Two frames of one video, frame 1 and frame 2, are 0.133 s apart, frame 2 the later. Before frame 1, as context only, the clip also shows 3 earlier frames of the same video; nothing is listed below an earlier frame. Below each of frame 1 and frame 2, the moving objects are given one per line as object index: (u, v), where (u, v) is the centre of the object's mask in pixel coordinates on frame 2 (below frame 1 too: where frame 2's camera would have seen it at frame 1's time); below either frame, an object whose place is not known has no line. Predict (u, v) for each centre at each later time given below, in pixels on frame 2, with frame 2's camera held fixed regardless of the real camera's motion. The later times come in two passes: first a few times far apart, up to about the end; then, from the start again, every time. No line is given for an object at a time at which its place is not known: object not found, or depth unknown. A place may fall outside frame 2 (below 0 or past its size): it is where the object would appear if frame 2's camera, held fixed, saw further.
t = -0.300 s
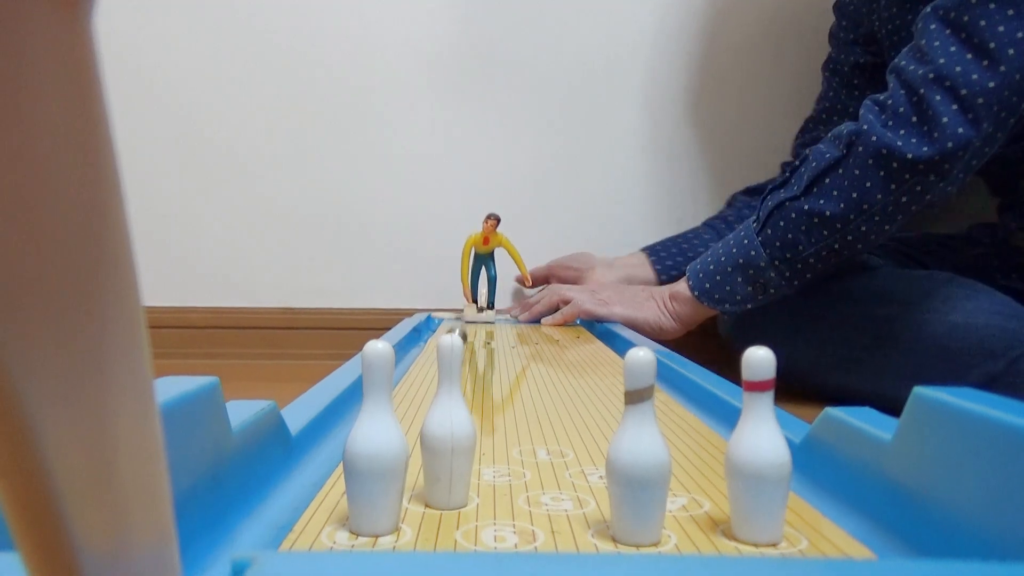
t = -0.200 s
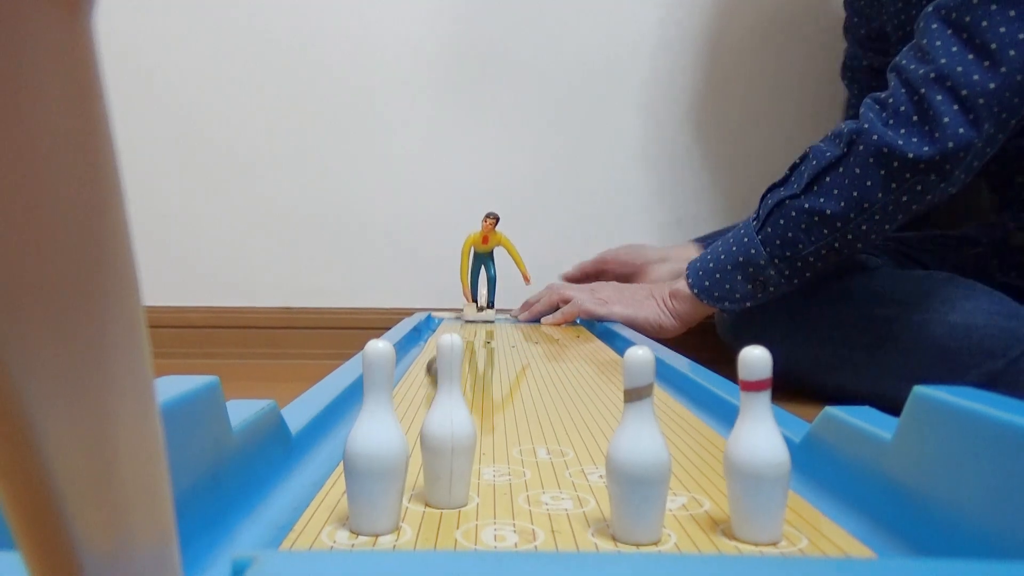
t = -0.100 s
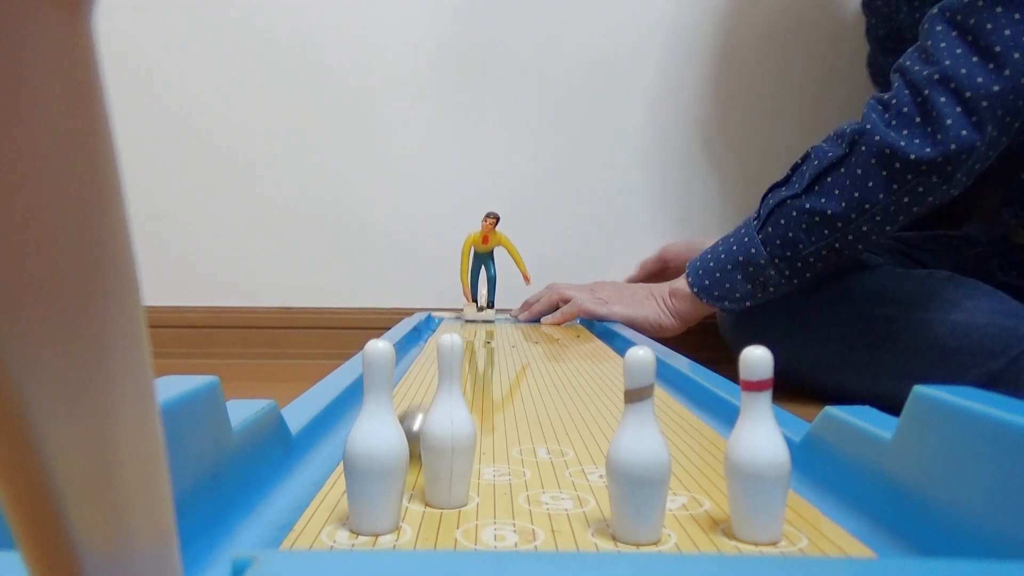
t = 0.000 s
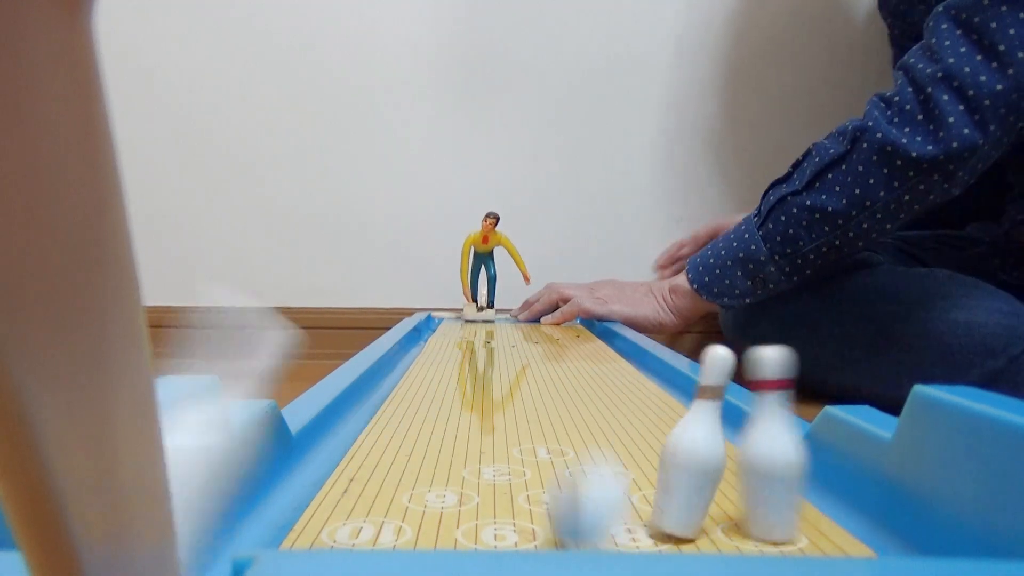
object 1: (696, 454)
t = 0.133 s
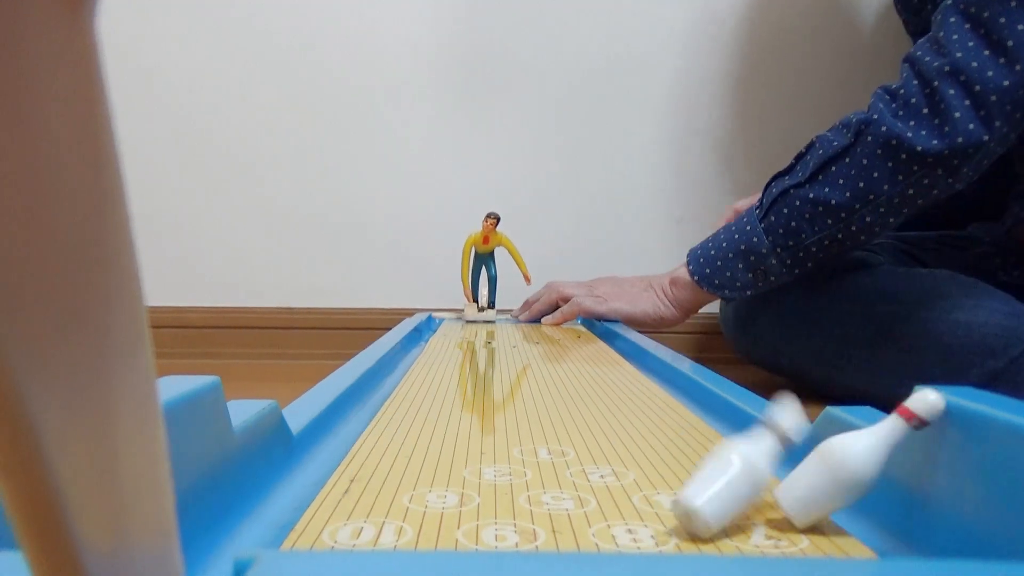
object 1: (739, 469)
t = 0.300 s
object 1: (730, 489)
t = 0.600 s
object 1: (670, 485)
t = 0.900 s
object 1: (577, 482)
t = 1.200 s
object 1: (495, 487)
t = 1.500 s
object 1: (439, 494)
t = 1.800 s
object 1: (386, 502)
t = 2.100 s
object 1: (401, 498)
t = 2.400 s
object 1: (424, 491)
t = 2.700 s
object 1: (426, 490)
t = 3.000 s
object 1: (412, 494)
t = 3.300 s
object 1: (391, 500)
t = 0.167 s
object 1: (733, 496)
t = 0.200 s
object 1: (735, 490)
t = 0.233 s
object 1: (735, 488)
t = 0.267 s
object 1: (732, 488)
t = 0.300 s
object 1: (730, 489)
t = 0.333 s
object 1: (726, 490)
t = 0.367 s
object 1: (721, 490)
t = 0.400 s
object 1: (716, 490)
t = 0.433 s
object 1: (710, 488)
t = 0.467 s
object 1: (703, 486)
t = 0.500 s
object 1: (696, 483)
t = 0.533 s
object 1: (687, 482)
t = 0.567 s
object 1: (679, 483)
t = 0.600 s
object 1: (670, 485)
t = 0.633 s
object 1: (660, 487)
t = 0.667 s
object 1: (650, 487)
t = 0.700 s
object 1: (641, 486)
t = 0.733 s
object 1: (631, 485)
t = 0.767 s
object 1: (621, 485)
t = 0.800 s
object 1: (610, 484)
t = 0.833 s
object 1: (600, 483)
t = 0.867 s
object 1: (588, 482)
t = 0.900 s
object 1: (577, 482)
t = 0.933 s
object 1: (568, 484)
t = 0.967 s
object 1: (557, 485)
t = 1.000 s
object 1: (548, 486)
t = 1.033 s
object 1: (540, 487)
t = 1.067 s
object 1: (532, 487)
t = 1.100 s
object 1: (523, 488)
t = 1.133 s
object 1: (514, 488)
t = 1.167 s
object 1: (504, 487)
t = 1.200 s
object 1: (495, 487)
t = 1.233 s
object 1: (487, 488)
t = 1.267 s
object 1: (479, 488)
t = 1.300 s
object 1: (472, 489)
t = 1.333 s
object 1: (465, 490)
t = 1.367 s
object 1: (461, 492)
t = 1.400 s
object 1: (456, 492)
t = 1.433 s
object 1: (450, 494)
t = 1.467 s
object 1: (446, 494)
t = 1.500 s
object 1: (439, 494)
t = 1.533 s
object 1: (433, 494)
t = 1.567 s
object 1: (427, 495)
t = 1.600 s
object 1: (420, 495)
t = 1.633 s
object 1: (414, 496)
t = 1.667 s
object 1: (408, 497)
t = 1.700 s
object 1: (402, 498)
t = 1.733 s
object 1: (395, 500)
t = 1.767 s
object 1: (390, 502)
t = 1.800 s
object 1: (386, 502)
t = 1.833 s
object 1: (382, 503)
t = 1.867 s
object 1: (379, 503)
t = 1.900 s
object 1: (379, 503)
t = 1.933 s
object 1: (380, 501)
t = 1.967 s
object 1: (381, 499)
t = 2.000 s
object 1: (384, 499)
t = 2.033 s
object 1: (388, 498)
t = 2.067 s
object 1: (395, 499)
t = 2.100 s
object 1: (401, 498)
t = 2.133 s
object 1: (405, 497)
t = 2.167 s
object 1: (409, 496)
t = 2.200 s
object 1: (411, 494)
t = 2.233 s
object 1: (411, 492)
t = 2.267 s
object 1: (412, 491)
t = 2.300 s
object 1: (414, 490)
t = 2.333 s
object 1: (417, 490)
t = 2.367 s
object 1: (422, 491)
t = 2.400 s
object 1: (424, 491)
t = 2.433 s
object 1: (426, 491)
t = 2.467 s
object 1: (426, 491)
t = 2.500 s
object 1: (426, 490)
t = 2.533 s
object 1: (426, 490)
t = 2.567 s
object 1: (425, 488)
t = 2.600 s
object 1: (425, 490)
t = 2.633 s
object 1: (425, 488)
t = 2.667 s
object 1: (425, 489)
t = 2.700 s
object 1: (426, 490)
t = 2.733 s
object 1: (426, 491)
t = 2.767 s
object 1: (426, 491)
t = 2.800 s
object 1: (425, 491)
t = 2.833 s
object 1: (423, 491)
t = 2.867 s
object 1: (421, 491)
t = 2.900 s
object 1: (418, 491)
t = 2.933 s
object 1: (415, 491)
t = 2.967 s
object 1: (414, 492)
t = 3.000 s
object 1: (412, 494)
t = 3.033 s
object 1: (411, 495)
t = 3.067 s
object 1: (407, 496)
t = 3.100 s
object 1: (403, 496)
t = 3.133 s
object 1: (400, 498)
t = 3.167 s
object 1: (396, 499)
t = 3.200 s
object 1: (393, 500)
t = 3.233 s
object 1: (391, 500)
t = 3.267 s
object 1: (390, 500)
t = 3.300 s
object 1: (391, 500)
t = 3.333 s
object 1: (394, 500)
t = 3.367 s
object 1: (396, 500)
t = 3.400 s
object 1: (397, 499)
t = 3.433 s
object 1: (399, 497)
